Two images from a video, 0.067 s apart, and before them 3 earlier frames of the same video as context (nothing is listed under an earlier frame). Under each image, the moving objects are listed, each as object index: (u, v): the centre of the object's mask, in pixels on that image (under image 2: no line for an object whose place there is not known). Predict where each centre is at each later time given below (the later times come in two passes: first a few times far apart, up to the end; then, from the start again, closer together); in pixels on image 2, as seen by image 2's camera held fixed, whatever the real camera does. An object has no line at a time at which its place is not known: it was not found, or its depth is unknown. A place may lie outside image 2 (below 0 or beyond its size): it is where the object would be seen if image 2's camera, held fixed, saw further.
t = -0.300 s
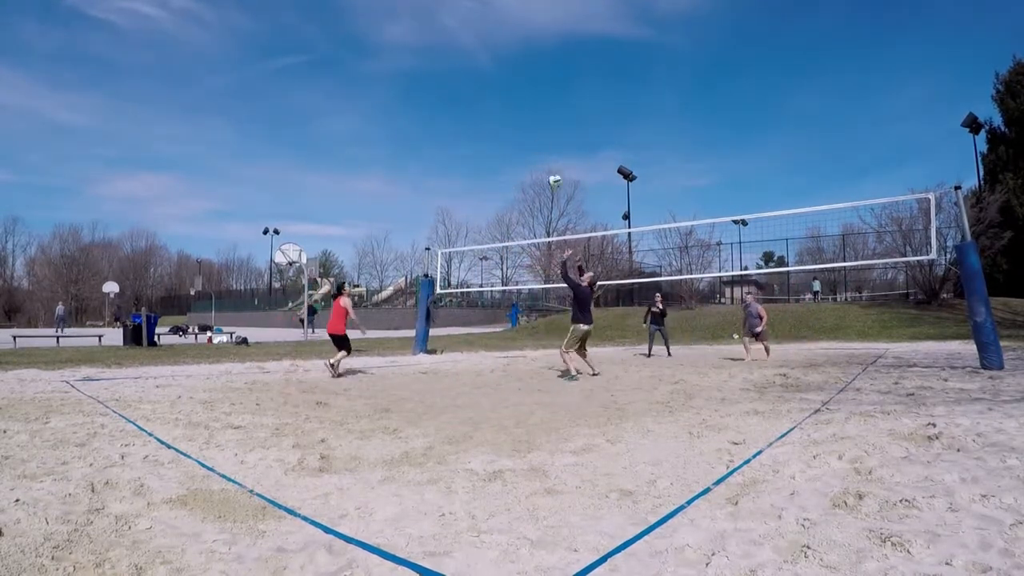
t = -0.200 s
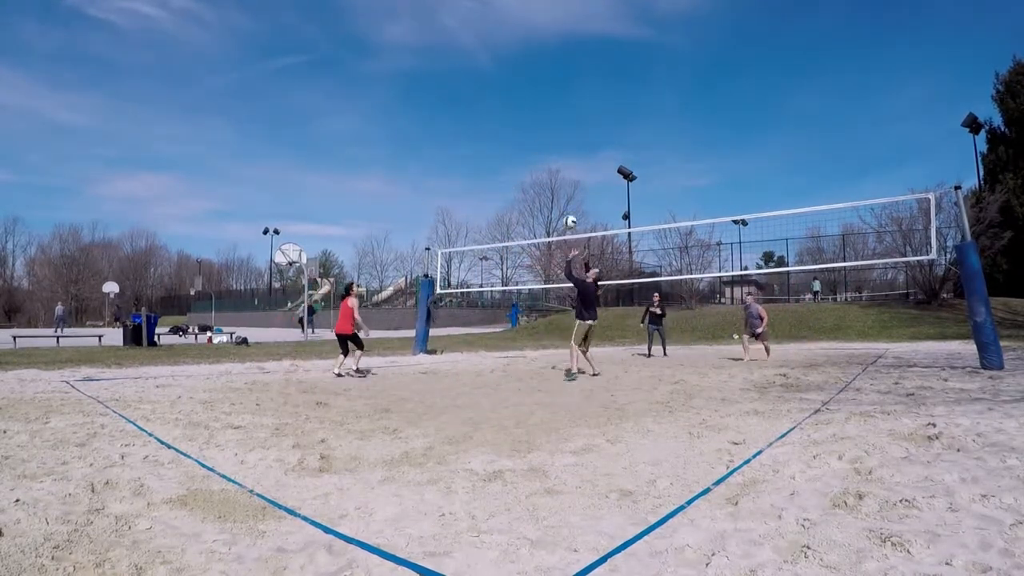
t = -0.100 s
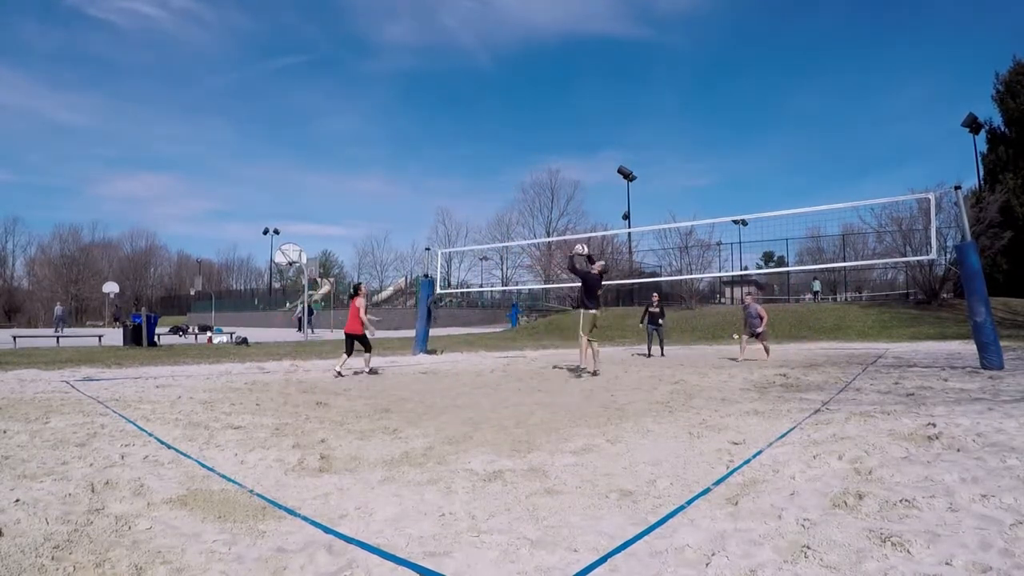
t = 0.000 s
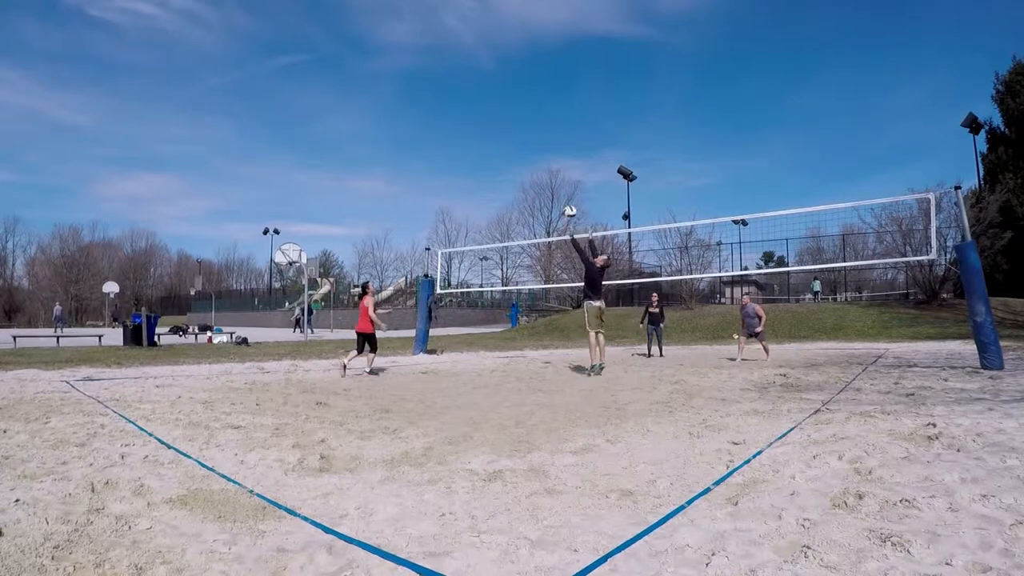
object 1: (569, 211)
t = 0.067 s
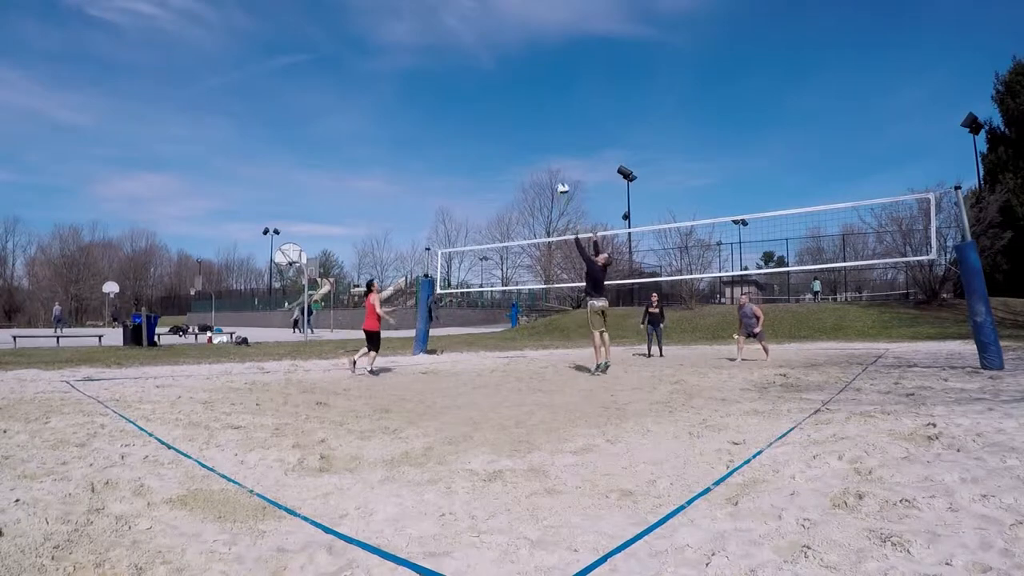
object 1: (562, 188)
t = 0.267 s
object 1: (541, 141)
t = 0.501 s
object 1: (520, 116)
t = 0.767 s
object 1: (500, 124)
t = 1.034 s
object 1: (483, 164)
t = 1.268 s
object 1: (469, 227)
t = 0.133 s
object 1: (555, 169)
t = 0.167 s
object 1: (552, 161)
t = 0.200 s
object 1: (548, 153)
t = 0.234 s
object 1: (544, 147)
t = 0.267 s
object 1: (541, 141)
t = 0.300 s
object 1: (538, 135)
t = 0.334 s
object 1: (534, 130)
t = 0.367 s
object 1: (532, 126)
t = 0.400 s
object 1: (529, 122)
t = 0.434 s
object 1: (526, 120)
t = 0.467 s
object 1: (523, 118)
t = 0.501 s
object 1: (520, 116)
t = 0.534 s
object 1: (518, 115)
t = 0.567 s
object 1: (515, 115)
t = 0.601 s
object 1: (513, 115)
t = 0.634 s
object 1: (510, 115)
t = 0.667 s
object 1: (508, 116)
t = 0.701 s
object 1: (505, 118)
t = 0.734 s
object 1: (503, 121)
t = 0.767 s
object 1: (500, 124)
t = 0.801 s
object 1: (498, 127)
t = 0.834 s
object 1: (496, 130)
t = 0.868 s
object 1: (493, 135)
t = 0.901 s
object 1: (491, 140)
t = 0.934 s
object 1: (489, 145)
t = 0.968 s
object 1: (487, 151)
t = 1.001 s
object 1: (485, 157)
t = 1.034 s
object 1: (483, 164)
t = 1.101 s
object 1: (478, 180)
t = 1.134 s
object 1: (477, 188)
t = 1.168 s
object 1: (475, 197)
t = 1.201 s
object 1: (473, 207)
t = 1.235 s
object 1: (471, 217)
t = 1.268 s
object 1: (469, 227)
